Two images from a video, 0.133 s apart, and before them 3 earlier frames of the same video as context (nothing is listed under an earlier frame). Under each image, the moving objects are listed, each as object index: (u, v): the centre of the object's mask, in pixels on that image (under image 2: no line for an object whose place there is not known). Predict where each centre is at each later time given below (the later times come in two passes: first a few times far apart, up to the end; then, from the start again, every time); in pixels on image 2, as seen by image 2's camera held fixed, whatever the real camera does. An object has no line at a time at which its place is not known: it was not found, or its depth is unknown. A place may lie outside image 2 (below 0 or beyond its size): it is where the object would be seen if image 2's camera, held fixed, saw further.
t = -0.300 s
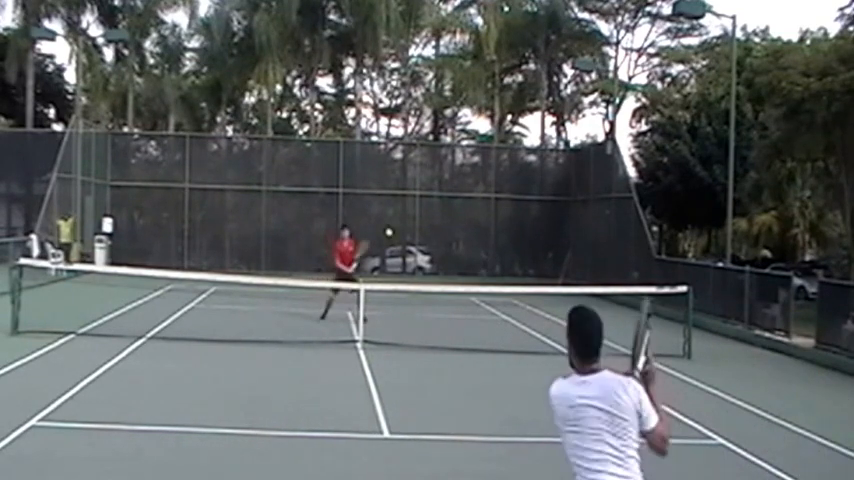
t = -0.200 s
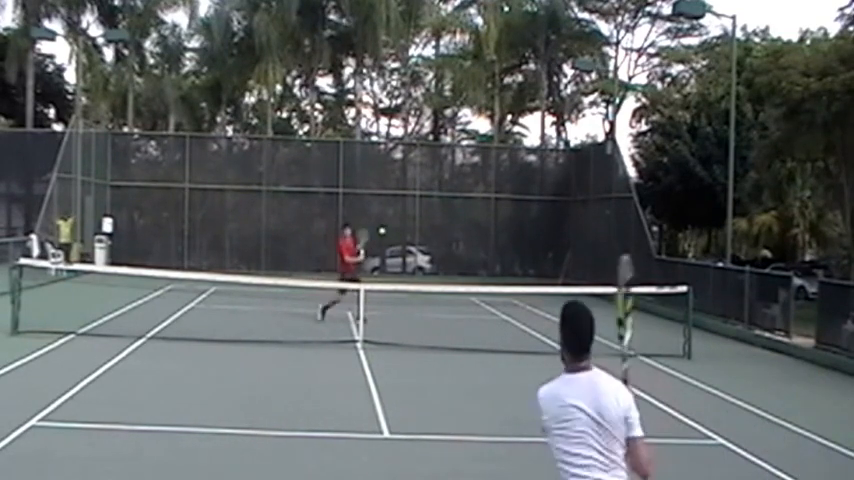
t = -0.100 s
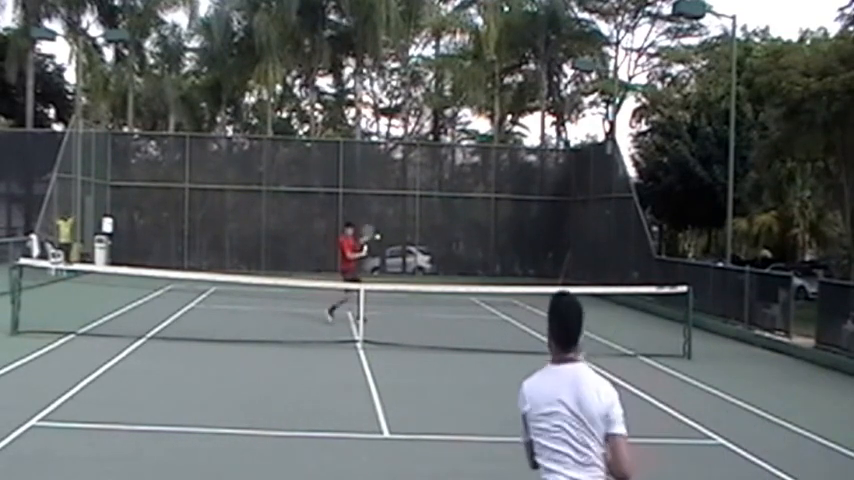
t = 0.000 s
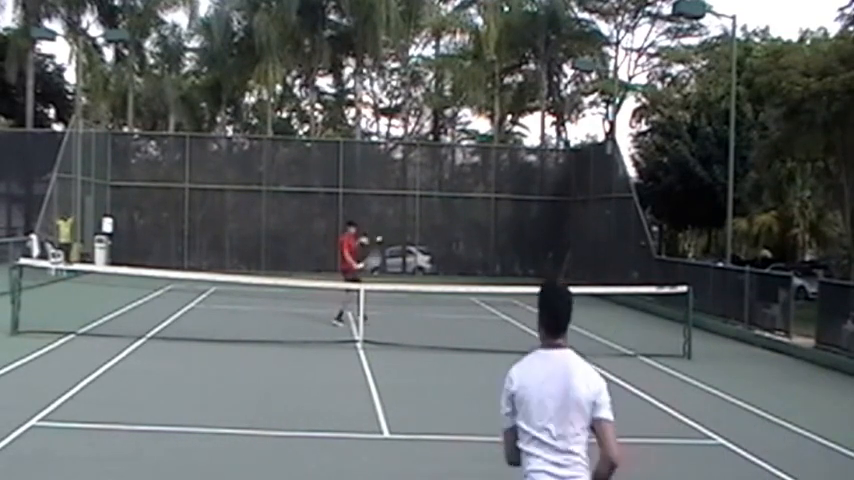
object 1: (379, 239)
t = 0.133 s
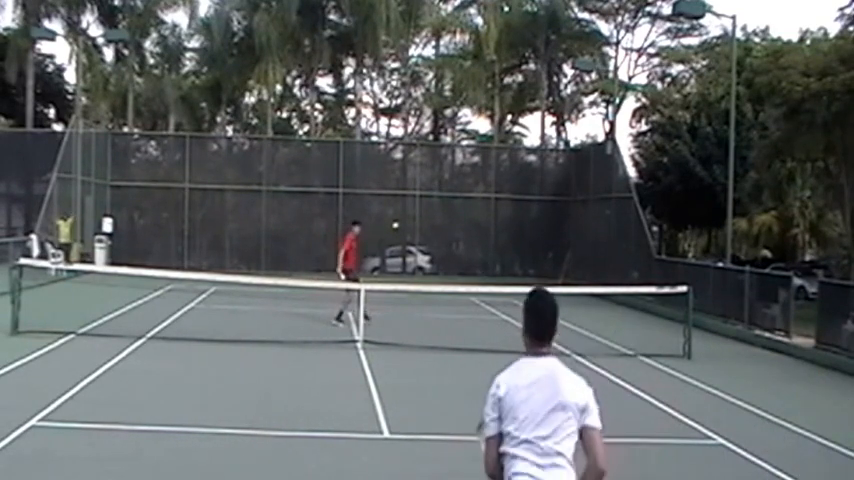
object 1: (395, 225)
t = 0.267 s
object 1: (415, 221)
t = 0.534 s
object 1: (475, 259)
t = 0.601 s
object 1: (497, 283)
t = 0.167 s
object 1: (399, 223)
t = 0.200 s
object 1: (404, 222)
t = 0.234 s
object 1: (409, 221)
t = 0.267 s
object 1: (415, 221)
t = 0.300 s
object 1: (421, 222)
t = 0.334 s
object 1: (427, 223)
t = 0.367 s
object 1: (433, 226)
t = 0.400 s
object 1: (441, 230)
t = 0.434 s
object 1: (448, 235)
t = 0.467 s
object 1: (457, 241)
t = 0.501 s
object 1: (465, 249)
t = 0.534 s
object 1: (475, 259)
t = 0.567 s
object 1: (486, 271)
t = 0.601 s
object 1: (497, 283)
